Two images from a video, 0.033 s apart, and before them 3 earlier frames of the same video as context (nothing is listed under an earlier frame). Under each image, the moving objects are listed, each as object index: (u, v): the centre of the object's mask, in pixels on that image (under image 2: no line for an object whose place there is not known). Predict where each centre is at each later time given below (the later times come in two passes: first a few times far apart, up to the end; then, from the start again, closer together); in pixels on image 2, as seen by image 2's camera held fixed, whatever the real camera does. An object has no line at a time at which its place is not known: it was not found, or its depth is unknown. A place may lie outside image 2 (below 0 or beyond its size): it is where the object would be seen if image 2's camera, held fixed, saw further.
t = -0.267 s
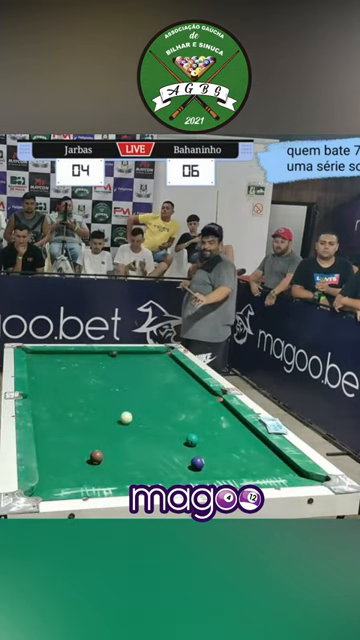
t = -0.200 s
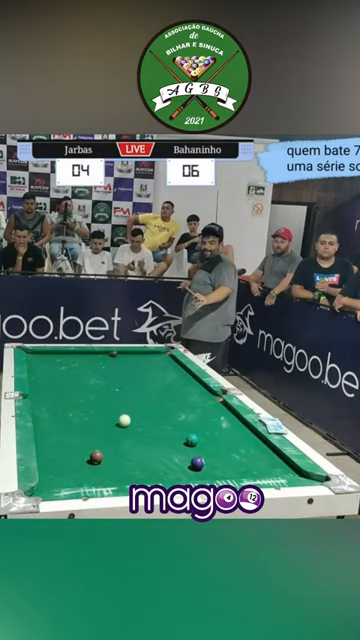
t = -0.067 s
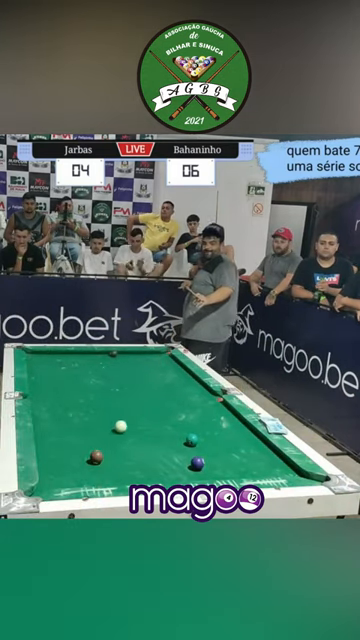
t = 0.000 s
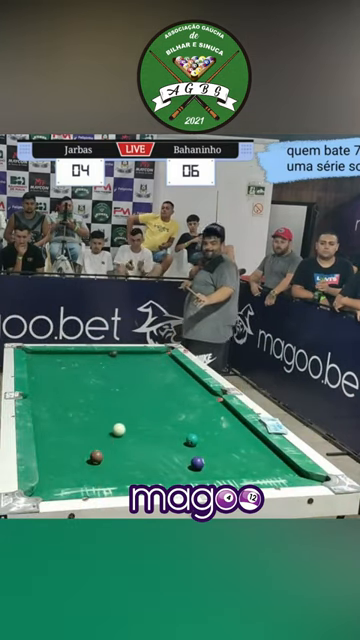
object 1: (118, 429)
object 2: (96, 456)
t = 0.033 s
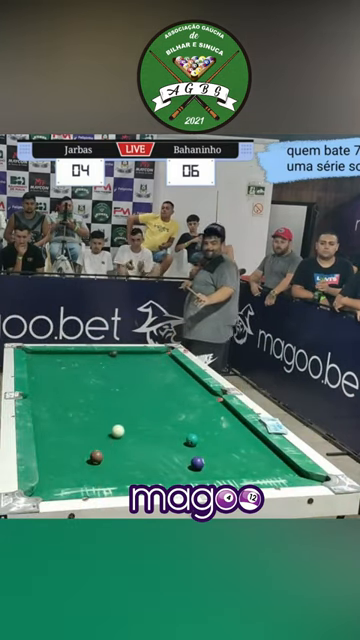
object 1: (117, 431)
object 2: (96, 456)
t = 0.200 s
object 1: (113, 439)
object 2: (96, 456)
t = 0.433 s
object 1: (106, 450)
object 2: (96, 456)
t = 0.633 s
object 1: (106, 456)
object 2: (87, 462)
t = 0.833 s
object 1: (108, 461)
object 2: (78, 468)
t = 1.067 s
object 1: (110, 466)
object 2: (67, 474)
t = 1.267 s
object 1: (111, 469)
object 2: (59, 480)
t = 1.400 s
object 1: (112, 472)
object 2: (54, 483)
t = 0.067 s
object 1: (116, 432)
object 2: (96, 456)
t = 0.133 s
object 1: (115, 436)
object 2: (96, 456)
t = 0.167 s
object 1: (114, 437)
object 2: (96, 456)
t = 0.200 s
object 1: (113, 439)
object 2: (96, 456)
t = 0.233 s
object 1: (112, 440)
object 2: (96, 456)
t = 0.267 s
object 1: (111, 442)
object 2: (96, 456)
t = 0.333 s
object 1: (109, 445)
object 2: (96, 456)
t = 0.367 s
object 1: (108, 447)
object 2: (96, 456)
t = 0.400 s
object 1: (107, 448)
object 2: (96, 456)
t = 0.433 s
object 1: (106, 450)
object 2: (96, 456)
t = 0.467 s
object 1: (106, 451)
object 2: (95, 456)
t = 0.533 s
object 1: (106, 454)
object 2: (91, 459)
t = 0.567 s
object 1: (106, 454)
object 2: (90, 460)
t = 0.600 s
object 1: (106, 455)
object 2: (88, 461)
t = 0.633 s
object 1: (106, 456)
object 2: (87, 462)
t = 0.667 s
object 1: (107, 457)
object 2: (85, 463)
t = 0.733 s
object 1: (107, 458)
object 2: (83, 465)
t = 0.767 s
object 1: (108, 459)
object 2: (81, 466)
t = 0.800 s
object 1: (108, 460)
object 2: (79, 467)
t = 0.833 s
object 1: (108, 461)
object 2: (78, 468)
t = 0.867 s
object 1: (108, 461)
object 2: (76, 469)
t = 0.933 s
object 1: (109, 463)
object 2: (73, 471)
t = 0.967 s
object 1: (109, 464)
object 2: (71, 472)
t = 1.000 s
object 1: (110, 464)
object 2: (70, 473)
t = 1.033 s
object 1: (110, 465)
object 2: (69, 474)
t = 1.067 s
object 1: (110, 466)
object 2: (67, 474)
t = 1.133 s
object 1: (111, 467)
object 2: (64, 477)
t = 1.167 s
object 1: (111, 468)
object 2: (63, 478)
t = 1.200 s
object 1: (111, 468)
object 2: (62, 478)
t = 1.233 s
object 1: (111, 469)
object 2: (61, 479)
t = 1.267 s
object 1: (111, 469)
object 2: (59, 480)
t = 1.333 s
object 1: (112, 471)
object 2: (57, 481)
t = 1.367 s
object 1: (112, 471)
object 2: (56, 482)
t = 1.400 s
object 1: (112, 472)
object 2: (54, 483)
